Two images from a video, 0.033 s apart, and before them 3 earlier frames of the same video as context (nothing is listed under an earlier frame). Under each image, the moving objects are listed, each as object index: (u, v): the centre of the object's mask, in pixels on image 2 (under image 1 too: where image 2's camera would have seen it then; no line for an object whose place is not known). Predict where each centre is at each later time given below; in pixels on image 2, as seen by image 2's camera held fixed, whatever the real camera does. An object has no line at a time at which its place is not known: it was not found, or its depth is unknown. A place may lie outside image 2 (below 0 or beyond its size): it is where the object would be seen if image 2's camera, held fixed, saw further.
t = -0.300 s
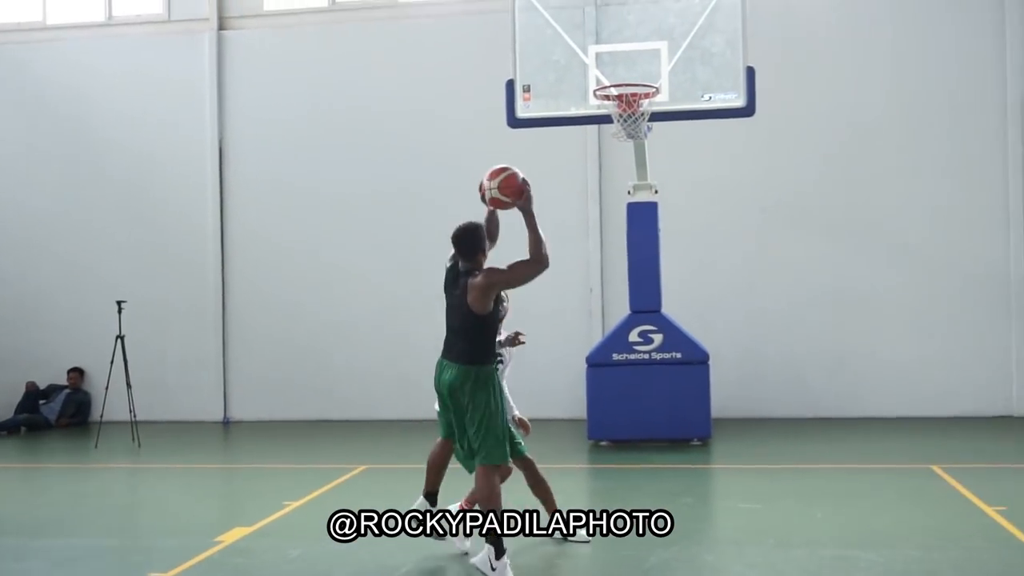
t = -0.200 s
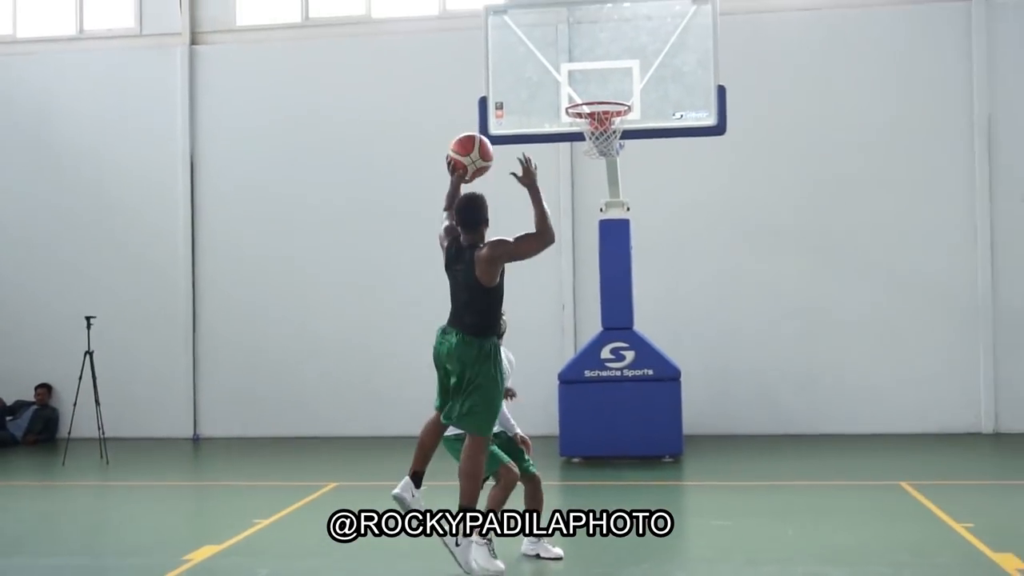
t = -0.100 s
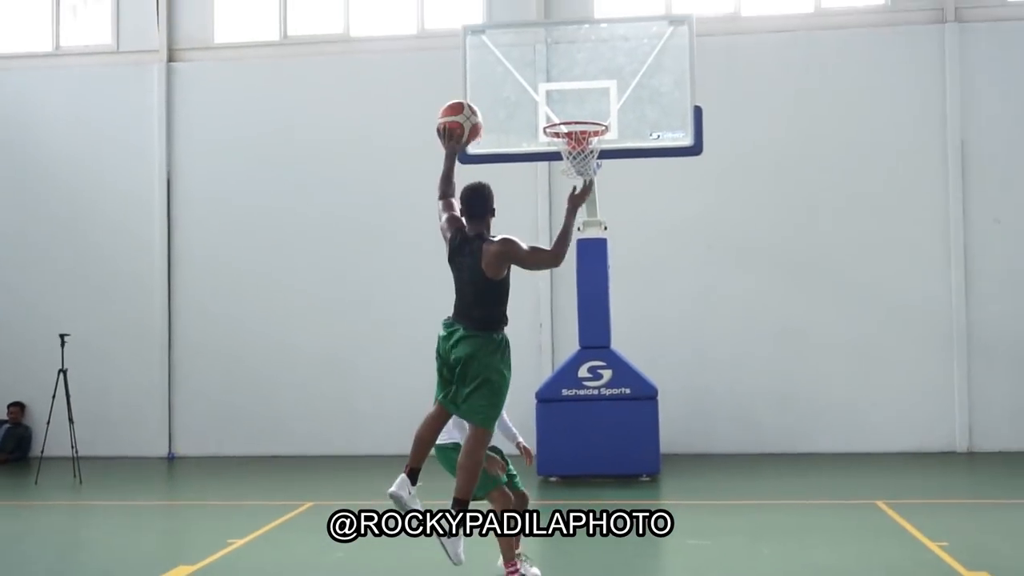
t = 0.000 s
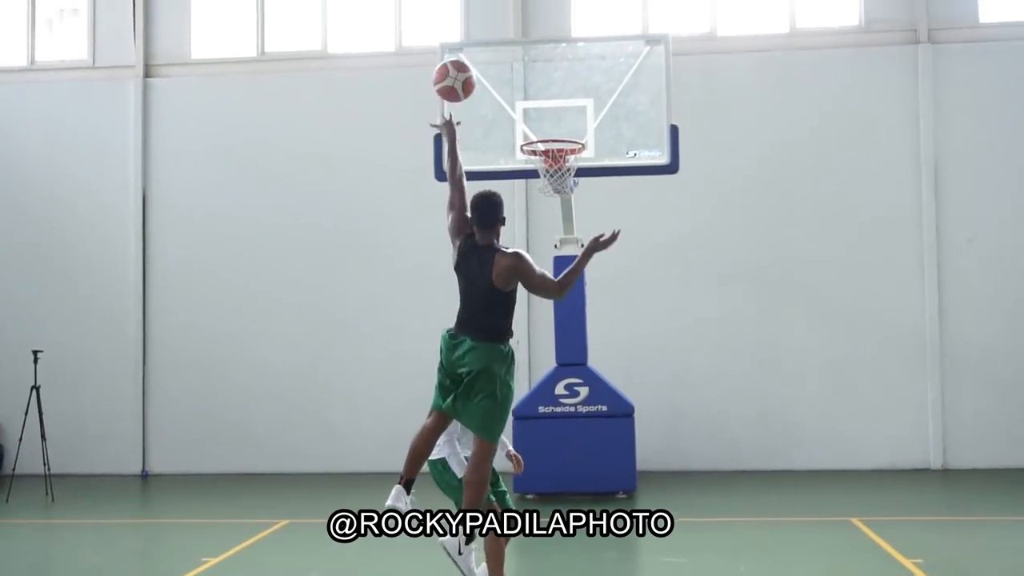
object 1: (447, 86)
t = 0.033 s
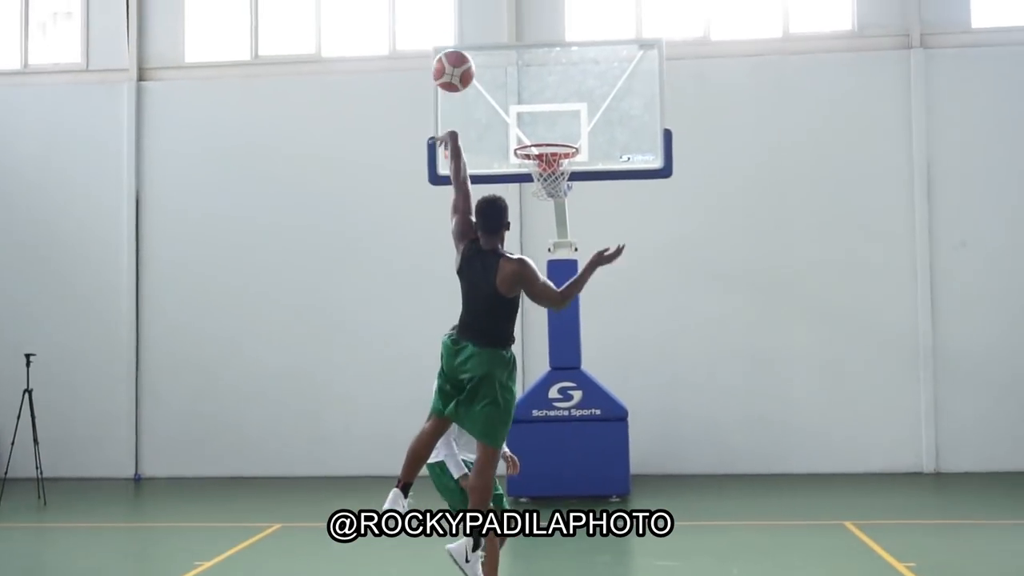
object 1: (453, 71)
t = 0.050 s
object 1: (457, 62)
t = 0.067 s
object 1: (460, 59)
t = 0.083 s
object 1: (464, 51)
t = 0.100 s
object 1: (468, 45)
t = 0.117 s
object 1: (470, 42)
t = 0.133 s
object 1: (473, 37)
